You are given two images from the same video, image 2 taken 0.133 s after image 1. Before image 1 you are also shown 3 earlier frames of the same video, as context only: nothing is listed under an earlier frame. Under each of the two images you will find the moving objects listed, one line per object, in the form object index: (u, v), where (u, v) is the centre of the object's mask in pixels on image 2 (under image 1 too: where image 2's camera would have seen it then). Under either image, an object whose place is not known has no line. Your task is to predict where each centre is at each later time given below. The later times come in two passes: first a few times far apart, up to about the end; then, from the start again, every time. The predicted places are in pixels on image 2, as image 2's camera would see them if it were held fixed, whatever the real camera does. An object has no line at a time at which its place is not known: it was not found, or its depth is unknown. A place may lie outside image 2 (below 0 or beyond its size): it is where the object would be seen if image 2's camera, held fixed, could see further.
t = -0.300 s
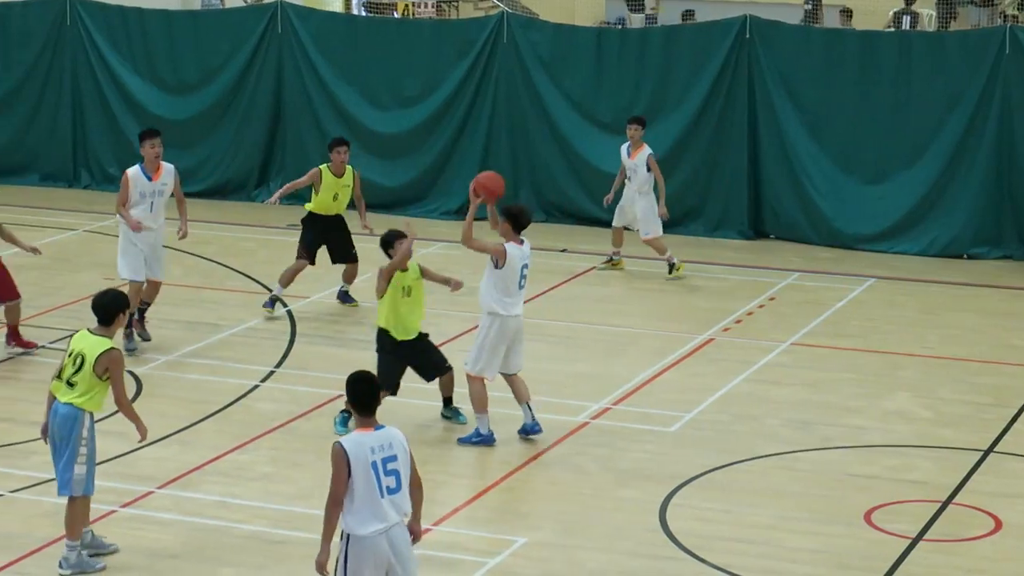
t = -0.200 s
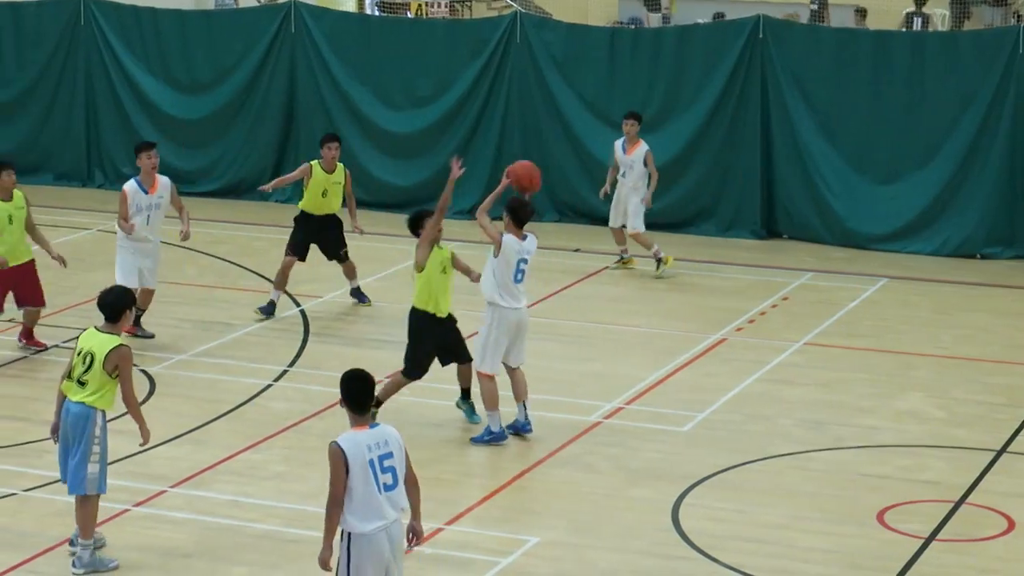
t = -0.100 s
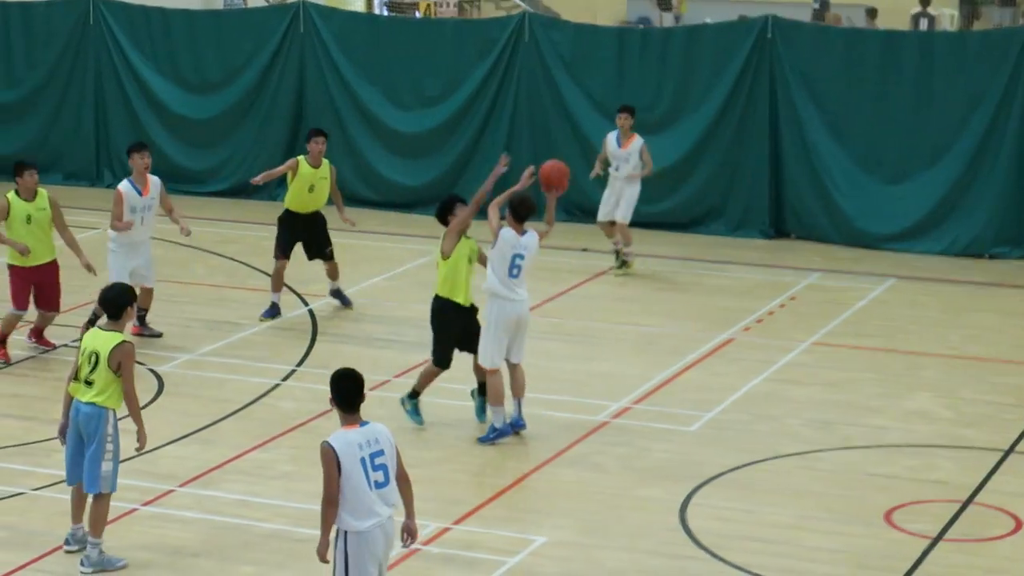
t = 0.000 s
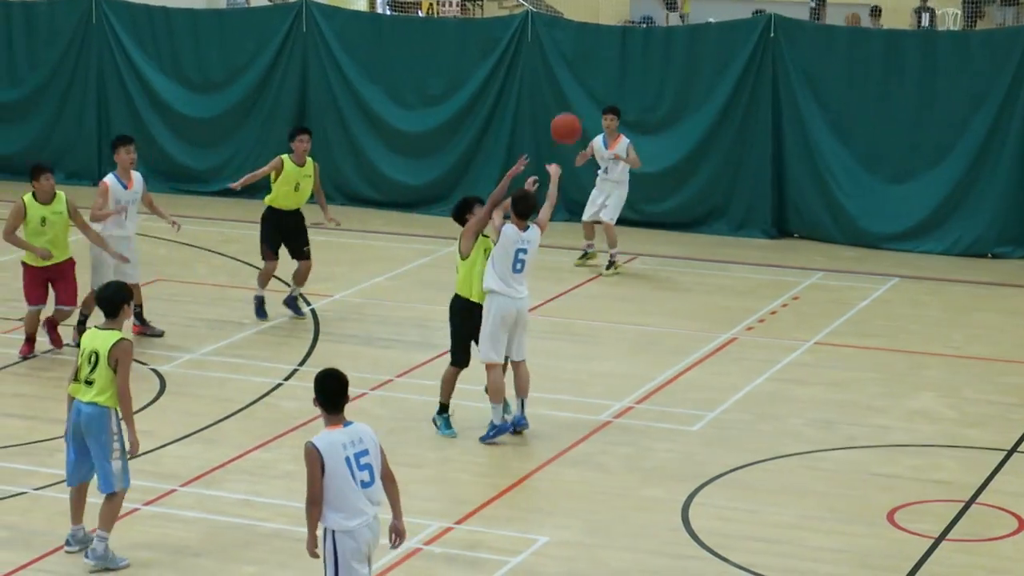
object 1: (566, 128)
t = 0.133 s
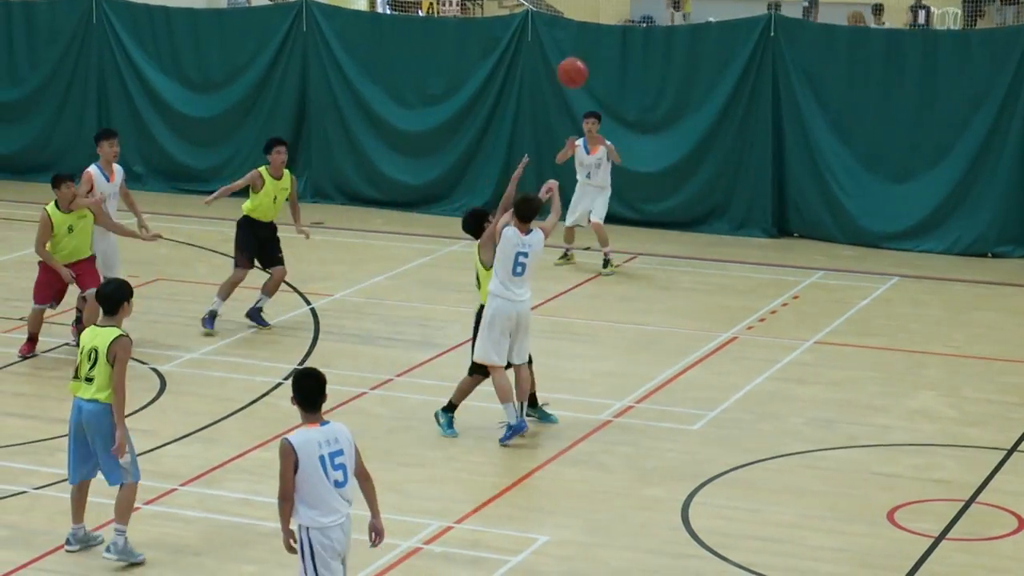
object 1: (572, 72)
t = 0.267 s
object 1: (578, 43)
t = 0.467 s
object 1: (587, 40)
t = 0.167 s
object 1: (574, 62)
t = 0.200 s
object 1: (575, 54)
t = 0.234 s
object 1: (577, 48)
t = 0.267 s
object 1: (578, 43)
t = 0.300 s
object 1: (580, 38)
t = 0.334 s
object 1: (582, 36)
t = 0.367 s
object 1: (583, 35)
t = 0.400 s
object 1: (584, 36)
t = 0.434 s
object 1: (586, 37)
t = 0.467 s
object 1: (587, 40)
